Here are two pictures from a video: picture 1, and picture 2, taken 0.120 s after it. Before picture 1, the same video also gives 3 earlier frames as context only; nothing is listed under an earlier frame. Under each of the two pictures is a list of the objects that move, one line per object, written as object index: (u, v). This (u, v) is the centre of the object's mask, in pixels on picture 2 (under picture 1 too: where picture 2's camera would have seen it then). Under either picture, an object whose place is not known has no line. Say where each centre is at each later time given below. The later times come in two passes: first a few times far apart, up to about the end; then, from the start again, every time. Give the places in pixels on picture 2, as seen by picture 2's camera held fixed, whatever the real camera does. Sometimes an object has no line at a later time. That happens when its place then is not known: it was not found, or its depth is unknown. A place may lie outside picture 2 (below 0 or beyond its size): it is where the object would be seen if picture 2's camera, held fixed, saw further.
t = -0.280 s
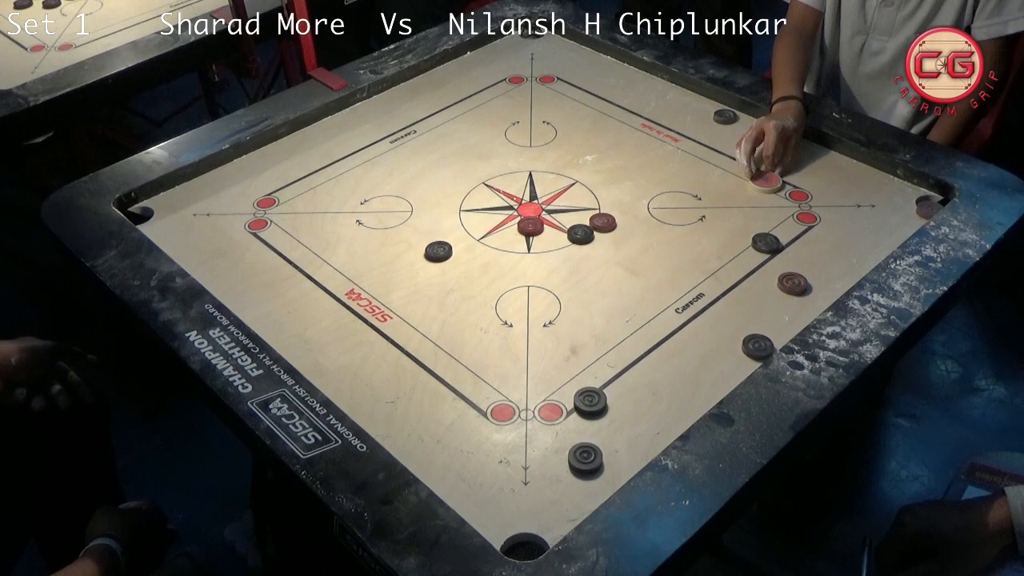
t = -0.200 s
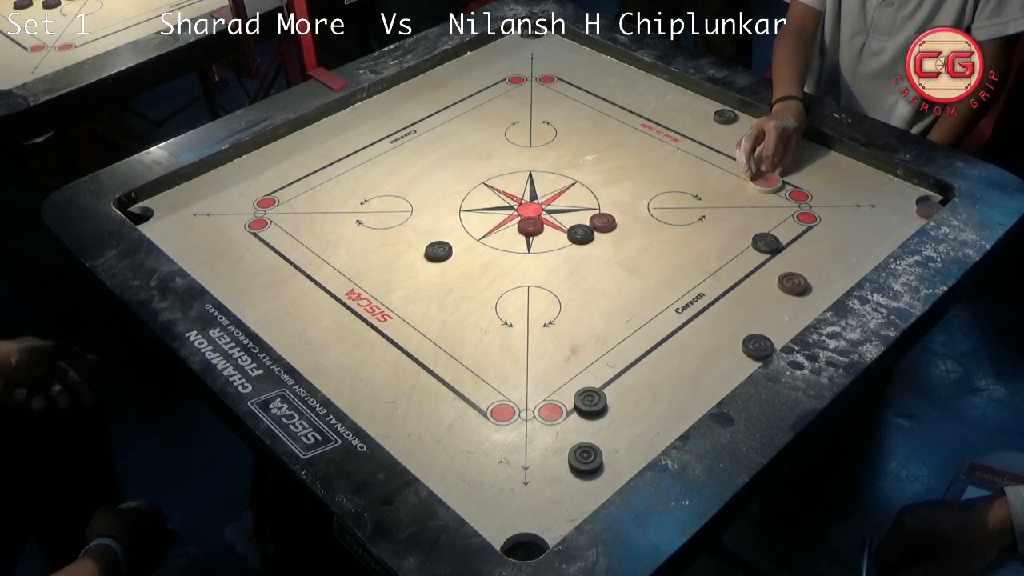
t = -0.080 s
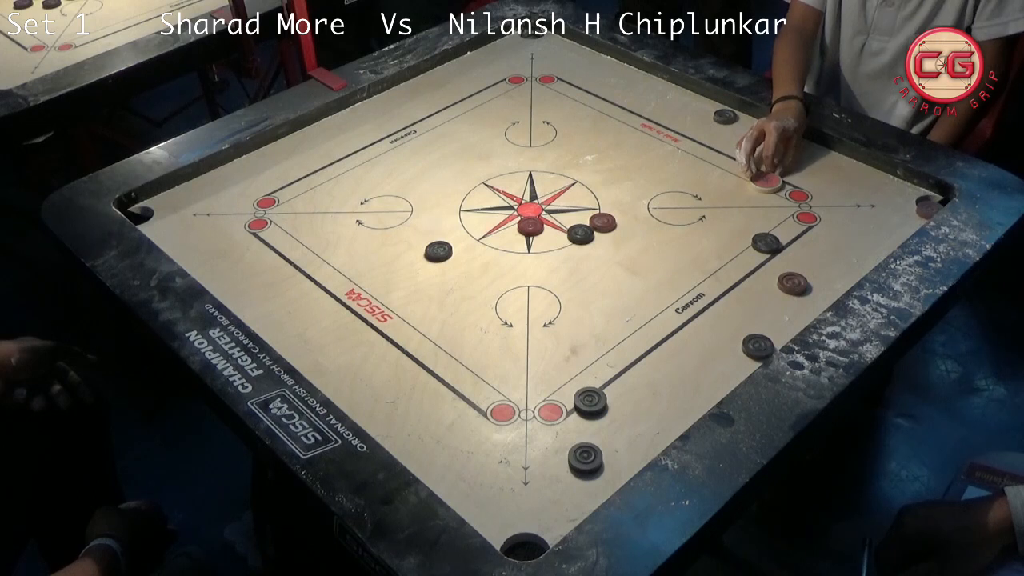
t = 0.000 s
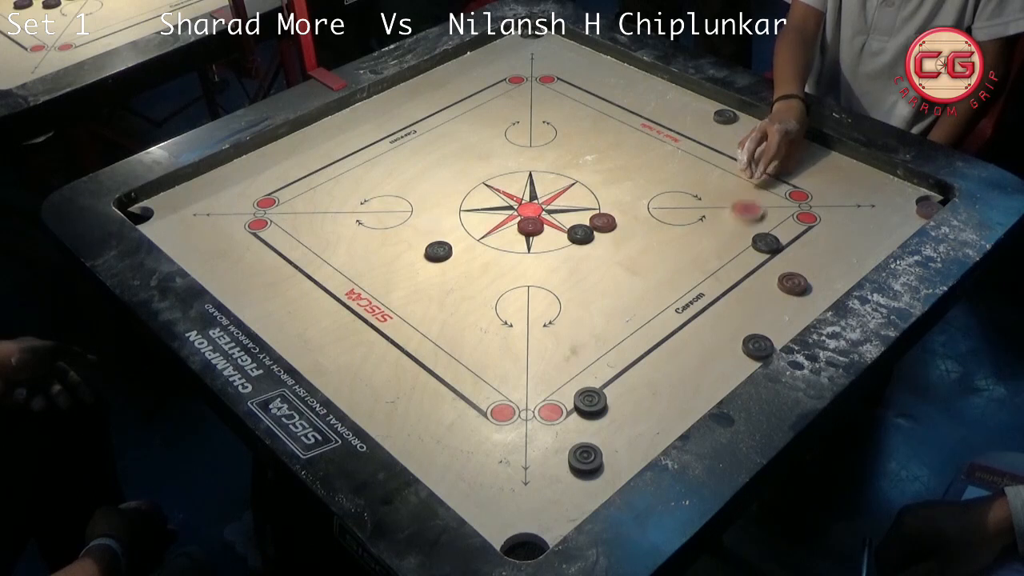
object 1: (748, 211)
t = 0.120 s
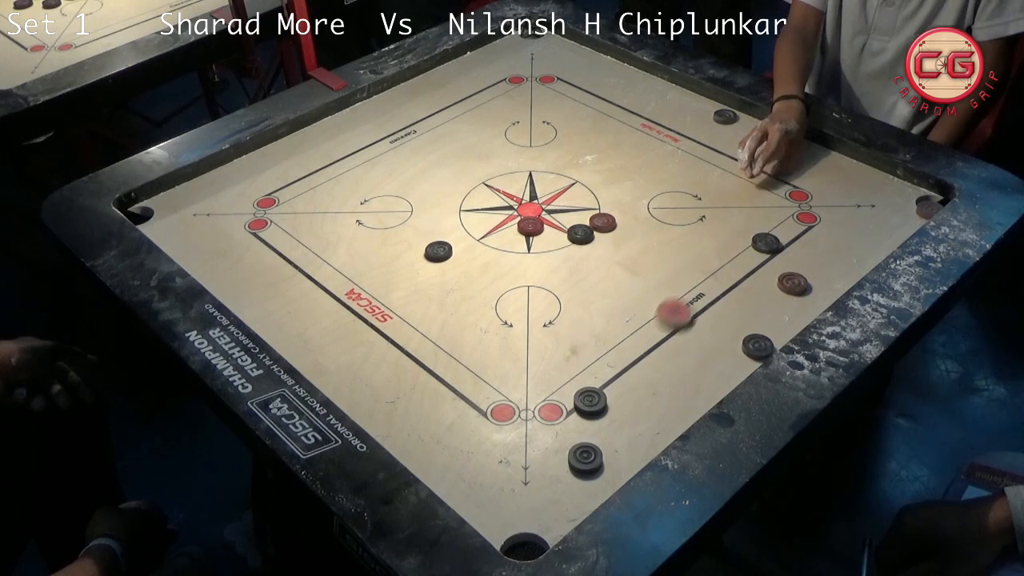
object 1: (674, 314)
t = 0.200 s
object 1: (622, 392)
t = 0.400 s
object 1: (601, 475)
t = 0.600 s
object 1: (563, 469)
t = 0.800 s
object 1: (561, 468)
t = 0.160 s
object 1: (648, 352)
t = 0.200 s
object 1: (622, 392)
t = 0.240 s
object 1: (615, 421)
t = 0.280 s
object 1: (612, 446)
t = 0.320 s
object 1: (614, 462)
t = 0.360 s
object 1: (613, 473)
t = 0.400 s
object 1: (601, 475)
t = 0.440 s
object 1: (590, 474)
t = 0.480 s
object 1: (580, 472)
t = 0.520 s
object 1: (572, 471)
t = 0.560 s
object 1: (567, 470)
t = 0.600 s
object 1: (563, 469)
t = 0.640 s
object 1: (561, 468)
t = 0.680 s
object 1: (561, 468)
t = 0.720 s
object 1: (561, 468)
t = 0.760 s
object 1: (561, 468)
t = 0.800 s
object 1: (561, 468)
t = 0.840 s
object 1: (561, 468)
